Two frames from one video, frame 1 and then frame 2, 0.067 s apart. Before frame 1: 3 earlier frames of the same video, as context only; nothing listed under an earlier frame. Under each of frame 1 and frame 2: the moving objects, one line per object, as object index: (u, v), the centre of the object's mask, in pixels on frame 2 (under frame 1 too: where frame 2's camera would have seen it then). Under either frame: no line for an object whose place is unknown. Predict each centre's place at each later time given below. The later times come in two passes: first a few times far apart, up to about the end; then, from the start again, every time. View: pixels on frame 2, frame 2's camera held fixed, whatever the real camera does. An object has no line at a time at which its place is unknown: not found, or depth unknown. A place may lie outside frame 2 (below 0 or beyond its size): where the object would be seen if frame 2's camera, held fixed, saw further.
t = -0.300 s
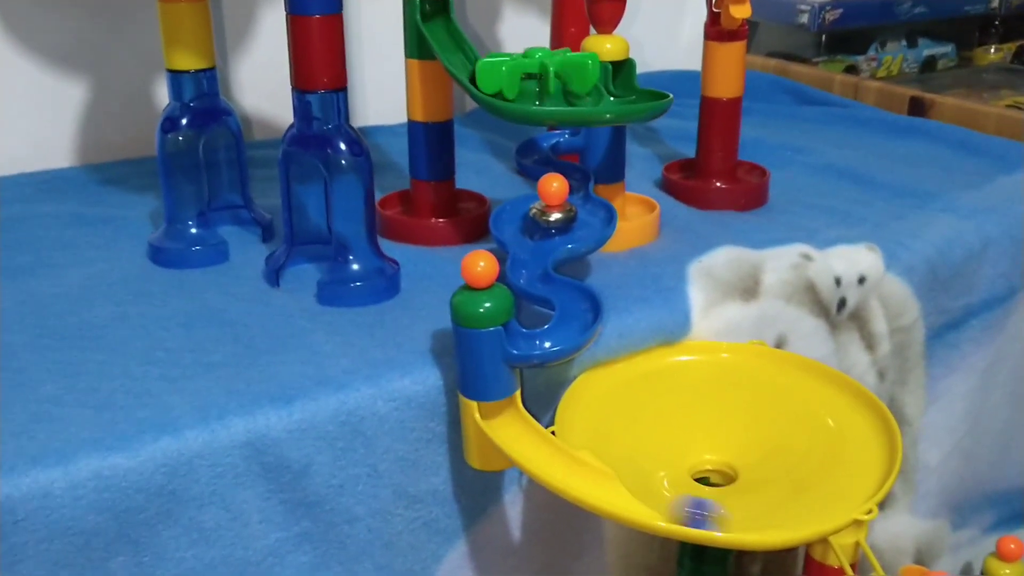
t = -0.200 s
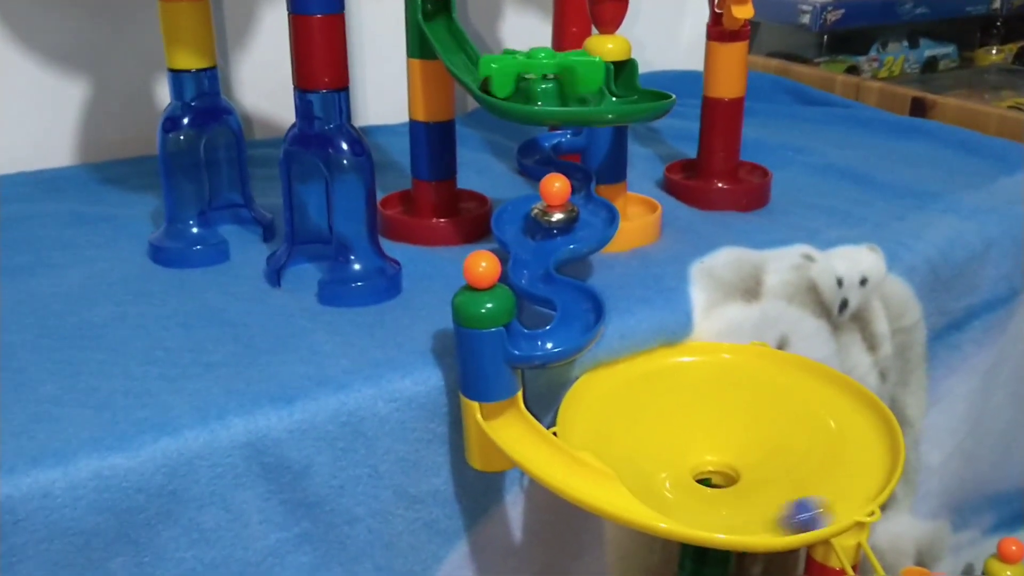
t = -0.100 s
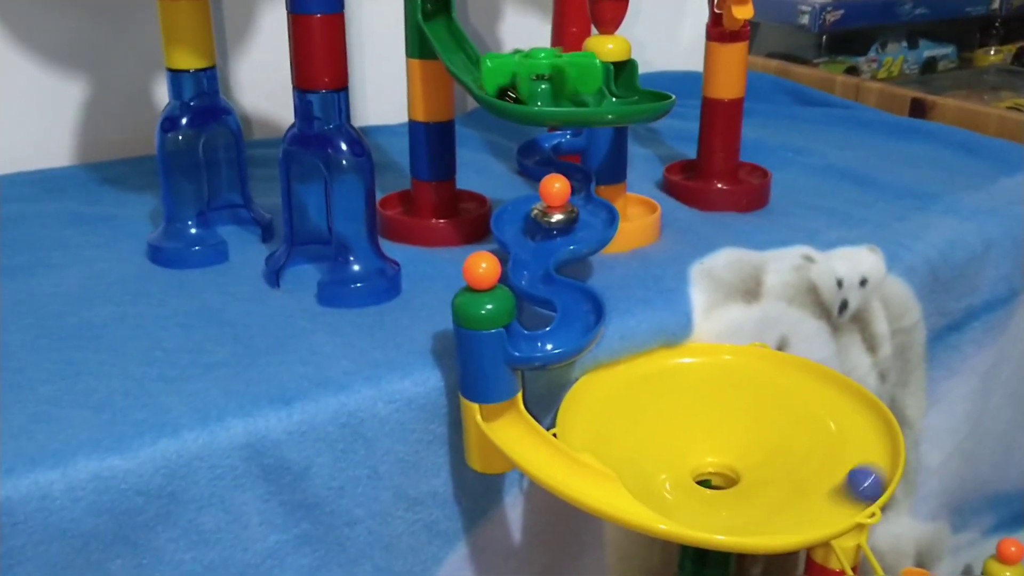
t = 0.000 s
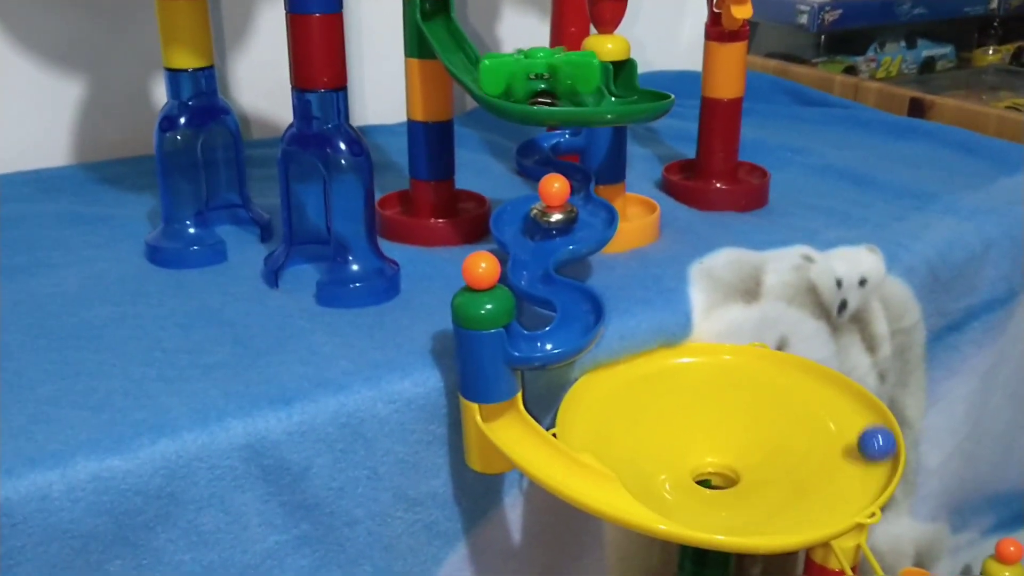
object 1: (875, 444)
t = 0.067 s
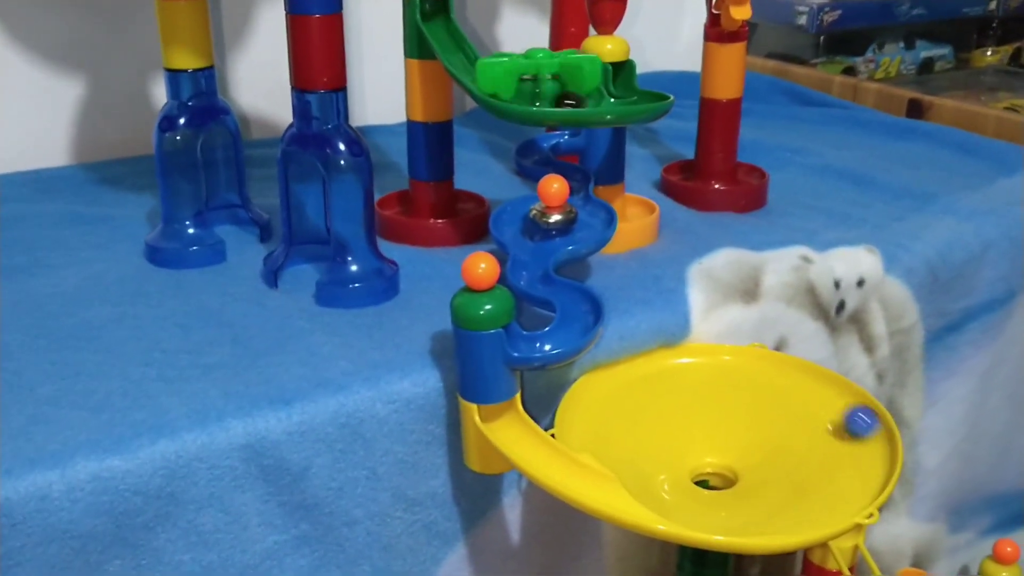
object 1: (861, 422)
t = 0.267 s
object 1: (742, 389)
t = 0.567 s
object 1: (597, 451)
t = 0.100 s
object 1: (848, 411)
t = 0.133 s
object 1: (832, 403)
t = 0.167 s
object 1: (814, 396)
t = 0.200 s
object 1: (791, 391)
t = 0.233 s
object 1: (767, 389)
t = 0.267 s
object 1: (742, 389)
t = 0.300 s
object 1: (715, 389)
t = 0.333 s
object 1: (686, 392)
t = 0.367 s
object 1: (660, 397)
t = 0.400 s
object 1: (633, 403)
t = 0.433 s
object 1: (610, 411)
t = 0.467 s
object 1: (589, 421)
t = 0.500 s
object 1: (577, 430)
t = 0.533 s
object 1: (584, 441)
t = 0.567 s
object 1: (597, 451)
